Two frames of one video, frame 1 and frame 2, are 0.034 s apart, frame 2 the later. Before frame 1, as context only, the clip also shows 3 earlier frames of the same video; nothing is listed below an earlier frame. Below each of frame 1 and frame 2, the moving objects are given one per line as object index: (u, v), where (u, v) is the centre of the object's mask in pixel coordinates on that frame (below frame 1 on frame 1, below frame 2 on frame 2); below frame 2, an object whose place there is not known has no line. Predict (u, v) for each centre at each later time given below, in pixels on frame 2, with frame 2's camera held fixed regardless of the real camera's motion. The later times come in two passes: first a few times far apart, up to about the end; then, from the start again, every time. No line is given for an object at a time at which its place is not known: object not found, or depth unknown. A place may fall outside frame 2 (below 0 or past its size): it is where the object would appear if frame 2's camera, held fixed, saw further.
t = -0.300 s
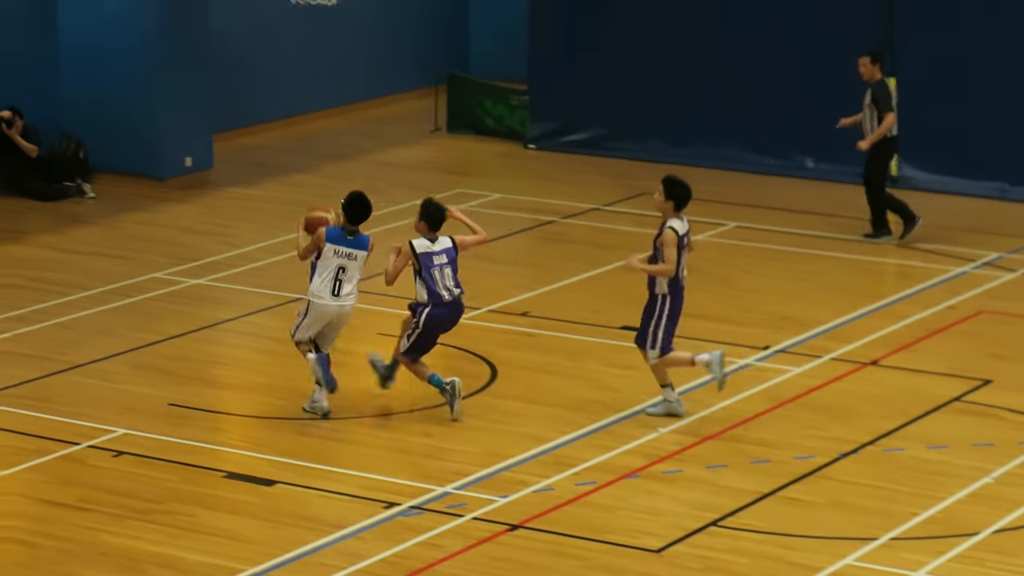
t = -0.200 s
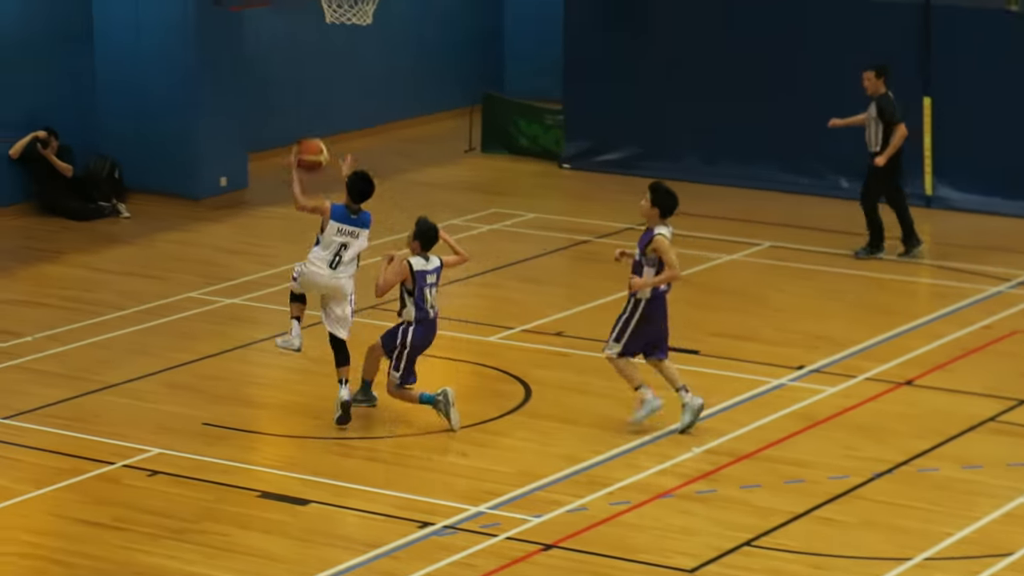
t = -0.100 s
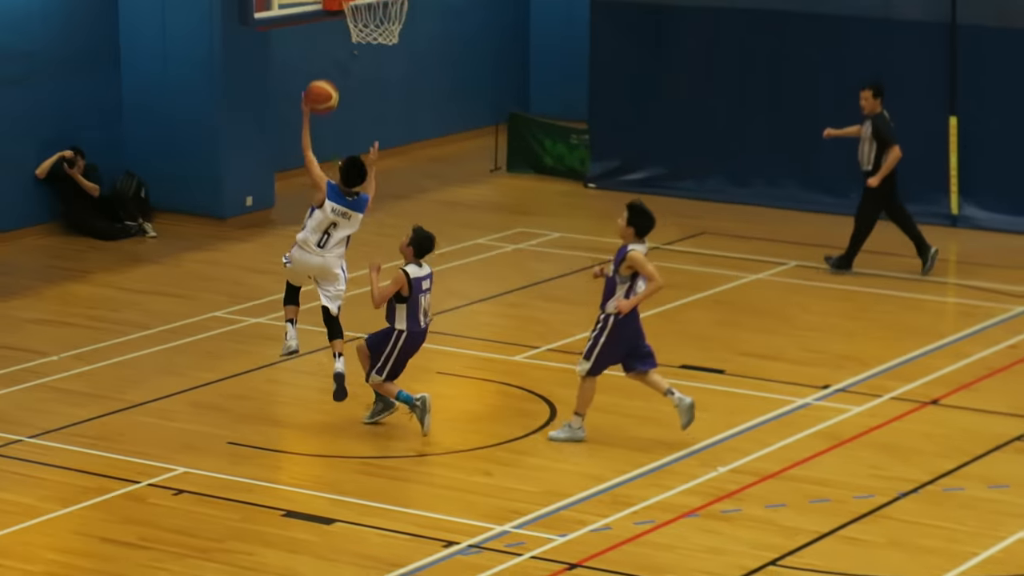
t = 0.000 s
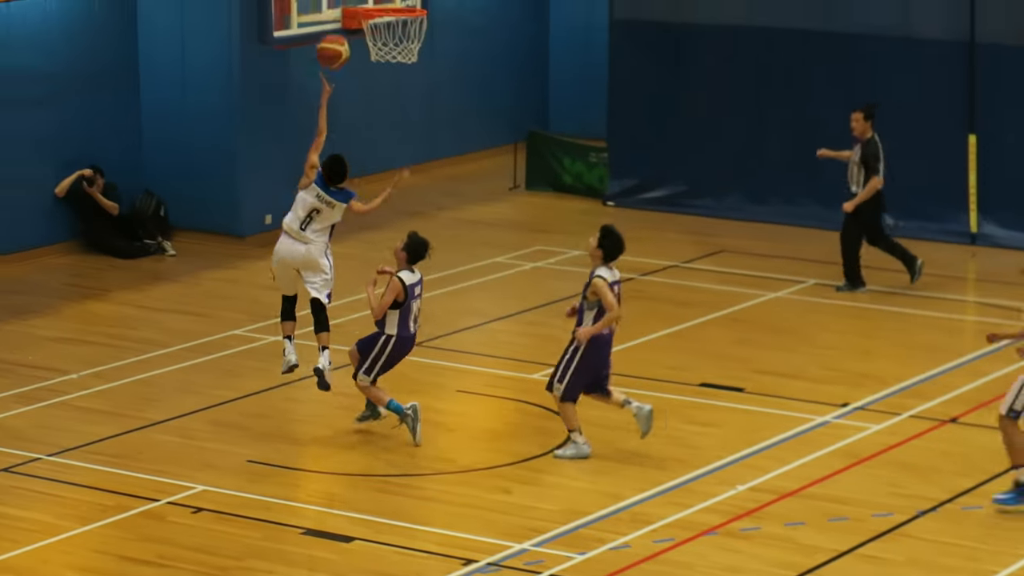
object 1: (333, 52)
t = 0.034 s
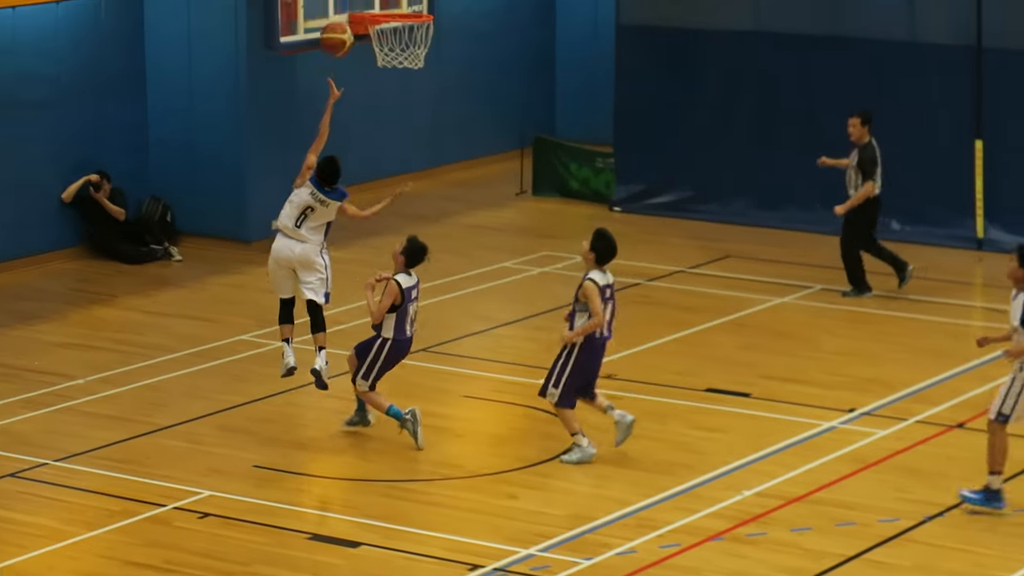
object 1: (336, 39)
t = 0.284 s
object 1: (368, -14)
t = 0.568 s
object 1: (396, 2)
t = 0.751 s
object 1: (397, 39)
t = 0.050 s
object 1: (335, 30)
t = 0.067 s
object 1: (333, 22)
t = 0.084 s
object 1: (332, 14)
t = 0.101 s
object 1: (333, 9)
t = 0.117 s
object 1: (336, 4)
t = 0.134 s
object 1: (339, 1)
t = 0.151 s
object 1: (342, -2)
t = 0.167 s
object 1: (346, -5)
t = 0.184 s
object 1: (349, -7)
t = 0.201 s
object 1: (352, -9)
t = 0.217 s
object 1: (354, -11)
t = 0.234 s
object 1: (357, -13)
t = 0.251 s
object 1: (361, -14)
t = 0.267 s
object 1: (364, -14)
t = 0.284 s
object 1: (368, -14)
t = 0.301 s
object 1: (370, -13)
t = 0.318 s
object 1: (374, -13)
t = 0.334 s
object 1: (376, -12)
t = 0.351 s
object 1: (379, -10)
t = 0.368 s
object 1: (382, -9)
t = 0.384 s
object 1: (385, -7)
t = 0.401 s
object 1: (390, -4)
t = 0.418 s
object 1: (392, -1)
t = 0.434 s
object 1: (395, 3)
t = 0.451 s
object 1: (395, 3)
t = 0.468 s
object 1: (395, 2)
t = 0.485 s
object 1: (395, 1)
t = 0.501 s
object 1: (395, 0)
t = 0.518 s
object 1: (395, 0)
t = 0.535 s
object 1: (396, 0)
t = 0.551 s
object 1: (396, 1)
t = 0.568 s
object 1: (396, 2)
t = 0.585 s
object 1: (396, 3)
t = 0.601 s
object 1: (396, 5)
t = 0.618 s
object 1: (396, 7)
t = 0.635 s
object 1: (396, 10)
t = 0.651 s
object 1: (397, 13)
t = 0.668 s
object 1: (397, 16)
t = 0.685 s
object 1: (397, 20)
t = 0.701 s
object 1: (397, 24)
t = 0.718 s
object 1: (398, 29)
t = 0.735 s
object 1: (397, 34)
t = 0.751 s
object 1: (397, 39)
